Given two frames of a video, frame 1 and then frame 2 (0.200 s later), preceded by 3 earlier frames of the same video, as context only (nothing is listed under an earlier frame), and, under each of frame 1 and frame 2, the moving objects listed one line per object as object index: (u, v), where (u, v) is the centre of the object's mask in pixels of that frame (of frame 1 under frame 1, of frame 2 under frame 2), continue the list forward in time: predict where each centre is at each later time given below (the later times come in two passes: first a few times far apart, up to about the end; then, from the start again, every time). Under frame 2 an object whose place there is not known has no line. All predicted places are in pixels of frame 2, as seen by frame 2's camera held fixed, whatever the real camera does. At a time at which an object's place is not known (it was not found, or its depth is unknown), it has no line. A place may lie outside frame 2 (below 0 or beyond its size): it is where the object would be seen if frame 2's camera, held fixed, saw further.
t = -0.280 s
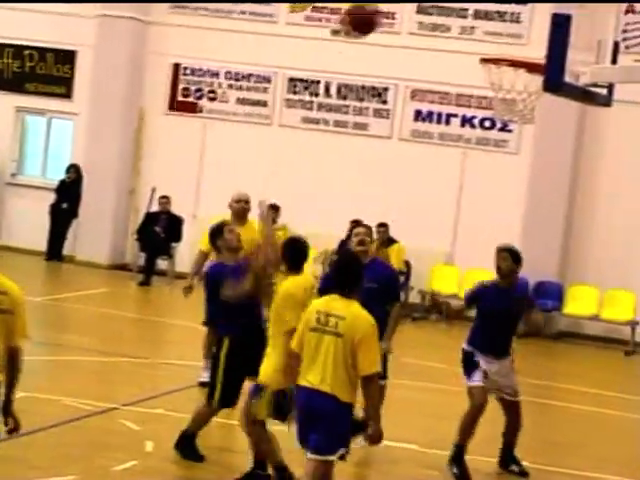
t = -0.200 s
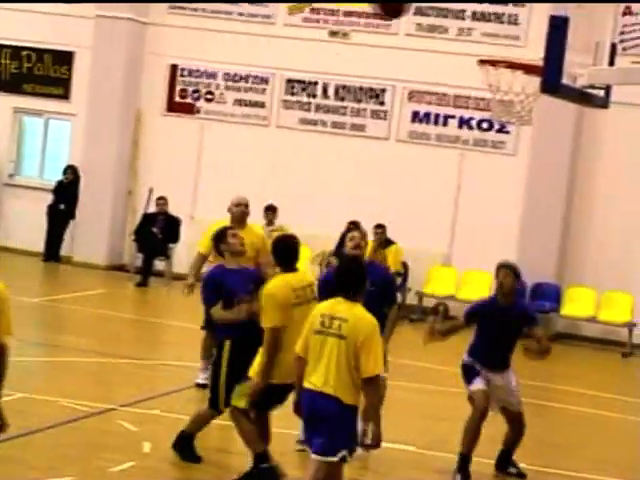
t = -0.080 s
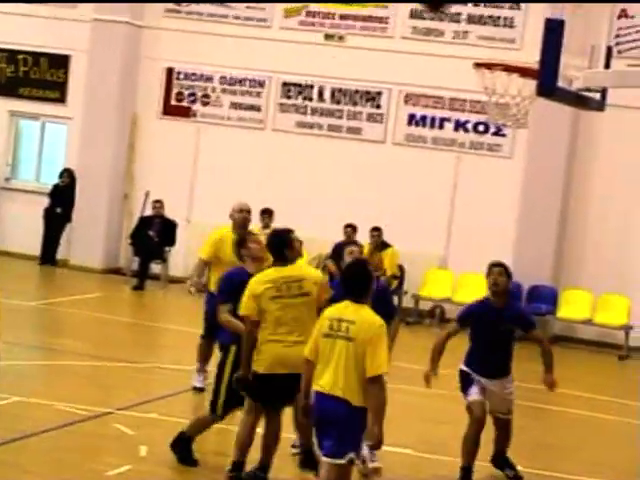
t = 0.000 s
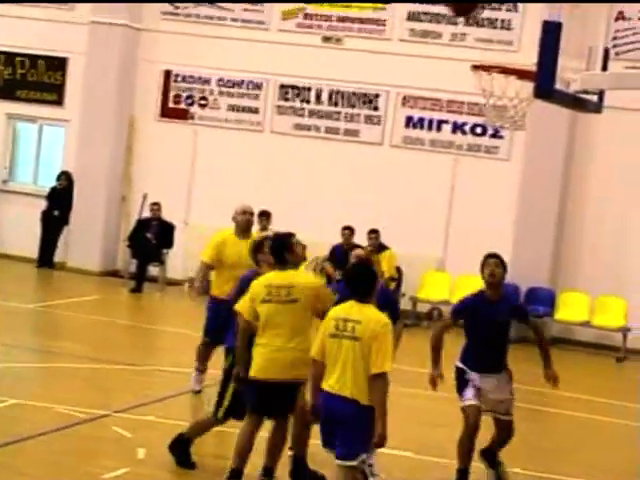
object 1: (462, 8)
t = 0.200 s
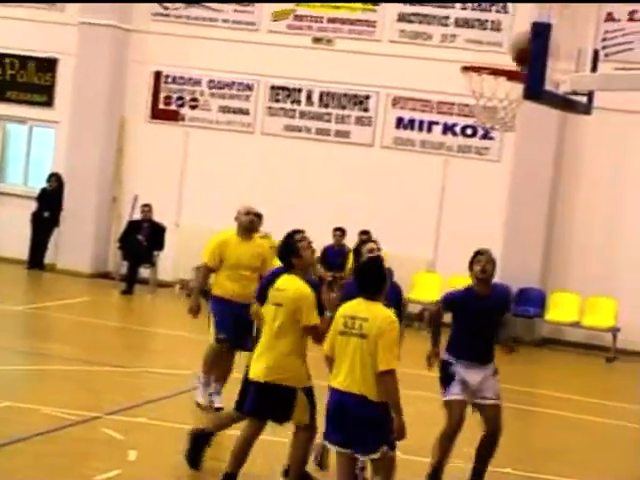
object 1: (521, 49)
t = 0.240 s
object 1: (524, 47)
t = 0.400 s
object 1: (530, 12)
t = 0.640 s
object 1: (517, 30)
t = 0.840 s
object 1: (492, 112)
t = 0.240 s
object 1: (524, 47)
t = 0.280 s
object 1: (529, 31)
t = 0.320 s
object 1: (532, 20)
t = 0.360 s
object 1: (530, 15)
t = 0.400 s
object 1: (530, 12)
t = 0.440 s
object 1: (528, 11)
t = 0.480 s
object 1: (527, 9)
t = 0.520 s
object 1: (525, 11)
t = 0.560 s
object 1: (523, 15)
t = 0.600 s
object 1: (521, 20)
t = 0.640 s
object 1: (517, 30)
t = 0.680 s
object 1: (511, 45)
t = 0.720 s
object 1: (509, 54)
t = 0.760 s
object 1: (503, 75)
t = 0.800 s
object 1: (496, 96)
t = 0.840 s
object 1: (492, 112)
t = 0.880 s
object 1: (489, 126)
